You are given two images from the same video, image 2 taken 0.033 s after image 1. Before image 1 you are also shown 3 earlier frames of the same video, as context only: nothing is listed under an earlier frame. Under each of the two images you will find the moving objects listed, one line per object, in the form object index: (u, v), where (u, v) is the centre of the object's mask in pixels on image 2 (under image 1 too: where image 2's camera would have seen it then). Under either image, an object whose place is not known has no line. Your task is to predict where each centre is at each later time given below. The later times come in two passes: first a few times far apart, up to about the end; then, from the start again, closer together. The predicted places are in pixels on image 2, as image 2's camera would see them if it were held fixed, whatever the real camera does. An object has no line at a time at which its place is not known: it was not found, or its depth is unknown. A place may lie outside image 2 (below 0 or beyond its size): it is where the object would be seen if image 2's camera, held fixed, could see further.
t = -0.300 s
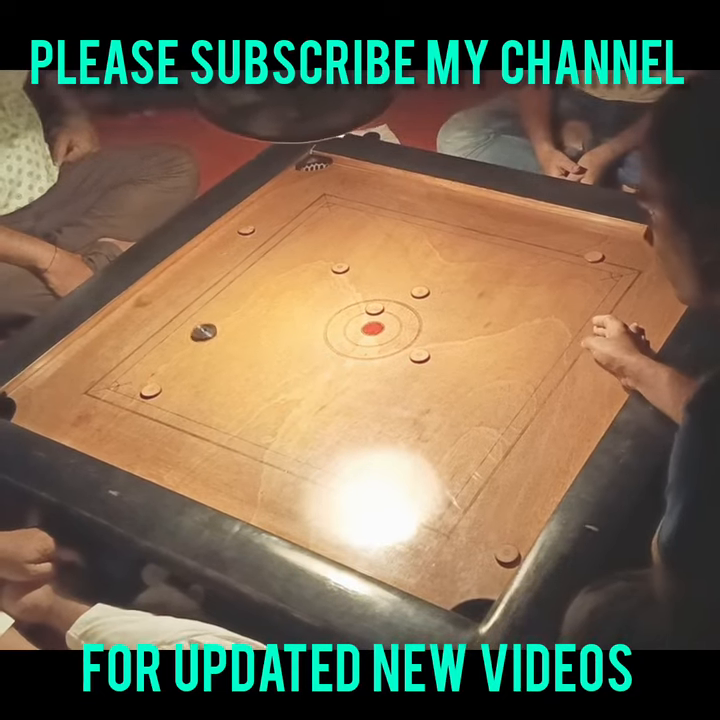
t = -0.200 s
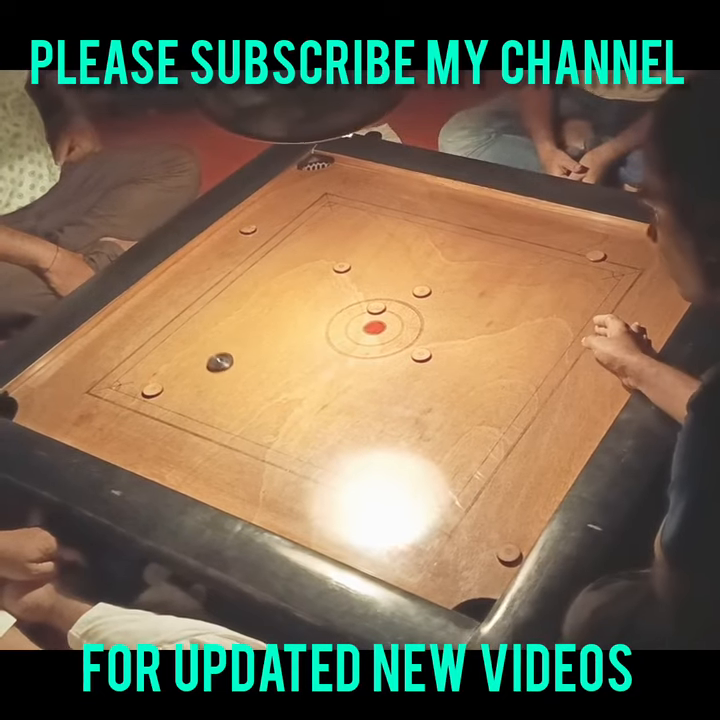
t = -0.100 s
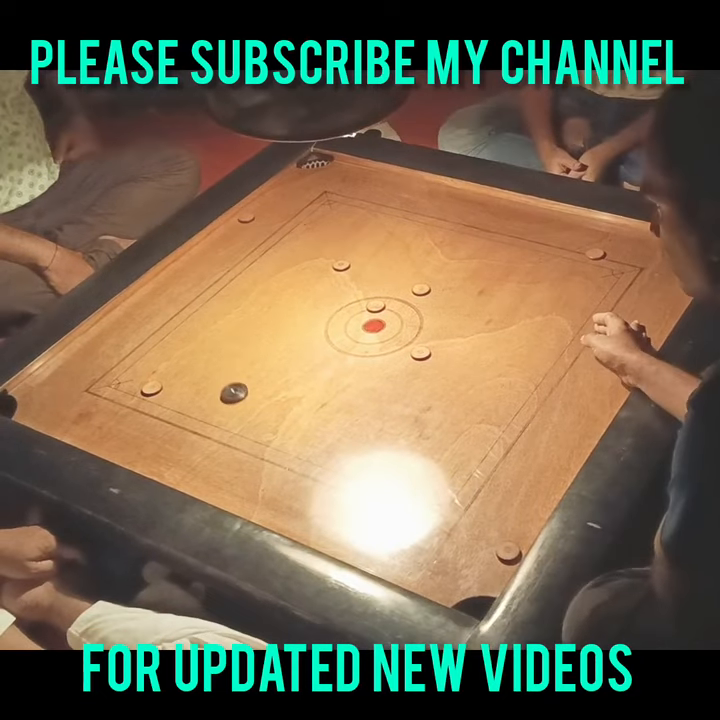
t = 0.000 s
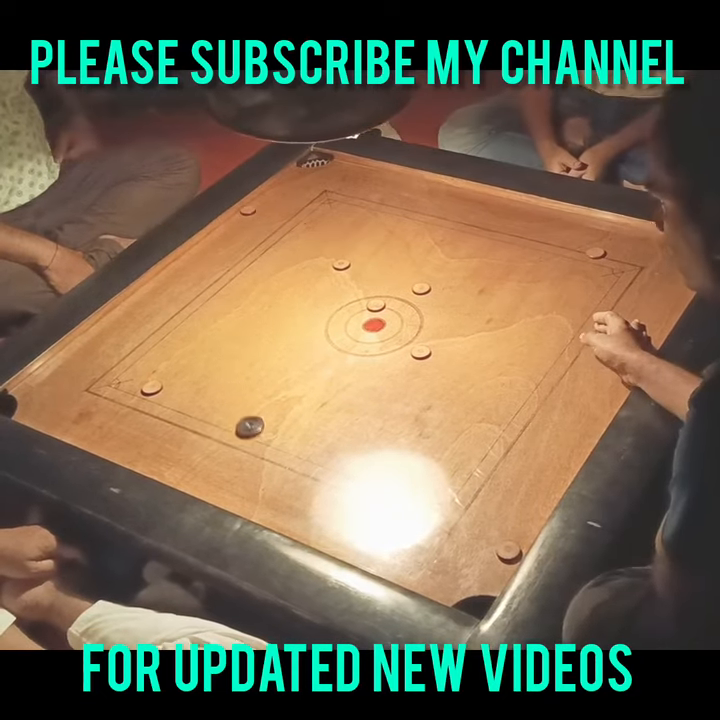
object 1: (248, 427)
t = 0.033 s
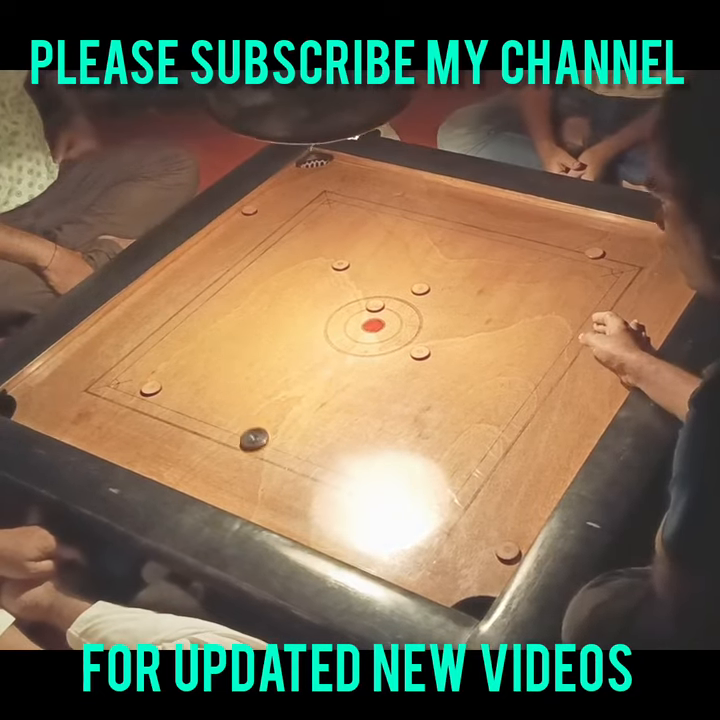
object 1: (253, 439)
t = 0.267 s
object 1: (283, 513)
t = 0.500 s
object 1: (299, 528)
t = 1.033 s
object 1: (298, 527)
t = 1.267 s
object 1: (298, 526)
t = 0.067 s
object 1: (258, 451)
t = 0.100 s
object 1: (263, 462)
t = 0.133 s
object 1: (267, 473)
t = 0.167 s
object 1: (272, 483)
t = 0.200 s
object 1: (275, 494)
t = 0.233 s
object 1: (279, 504)
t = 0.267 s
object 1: (283, 513)
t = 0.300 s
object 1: (287, 521)
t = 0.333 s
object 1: (289, 526)
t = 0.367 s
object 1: (294, 528)
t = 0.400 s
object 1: (298, 528)
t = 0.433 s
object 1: (299, 528)
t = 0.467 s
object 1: (299, 528)
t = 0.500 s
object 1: (299, 528)
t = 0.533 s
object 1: (299, 528)
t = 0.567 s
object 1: (299, 527)
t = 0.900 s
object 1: (299, 527)
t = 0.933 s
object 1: (298, 527)
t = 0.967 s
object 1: (299, 527)
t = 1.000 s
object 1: (298, 527)
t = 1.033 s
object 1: (298, 527)
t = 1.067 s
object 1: (298, 527)
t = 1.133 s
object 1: (299, 527)
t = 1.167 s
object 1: (298, 527)
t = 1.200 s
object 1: (299, 527)
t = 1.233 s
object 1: (298, 526)
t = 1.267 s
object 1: (298, 526)
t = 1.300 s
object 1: (298, 526)
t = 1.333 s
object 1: (298, 526)
